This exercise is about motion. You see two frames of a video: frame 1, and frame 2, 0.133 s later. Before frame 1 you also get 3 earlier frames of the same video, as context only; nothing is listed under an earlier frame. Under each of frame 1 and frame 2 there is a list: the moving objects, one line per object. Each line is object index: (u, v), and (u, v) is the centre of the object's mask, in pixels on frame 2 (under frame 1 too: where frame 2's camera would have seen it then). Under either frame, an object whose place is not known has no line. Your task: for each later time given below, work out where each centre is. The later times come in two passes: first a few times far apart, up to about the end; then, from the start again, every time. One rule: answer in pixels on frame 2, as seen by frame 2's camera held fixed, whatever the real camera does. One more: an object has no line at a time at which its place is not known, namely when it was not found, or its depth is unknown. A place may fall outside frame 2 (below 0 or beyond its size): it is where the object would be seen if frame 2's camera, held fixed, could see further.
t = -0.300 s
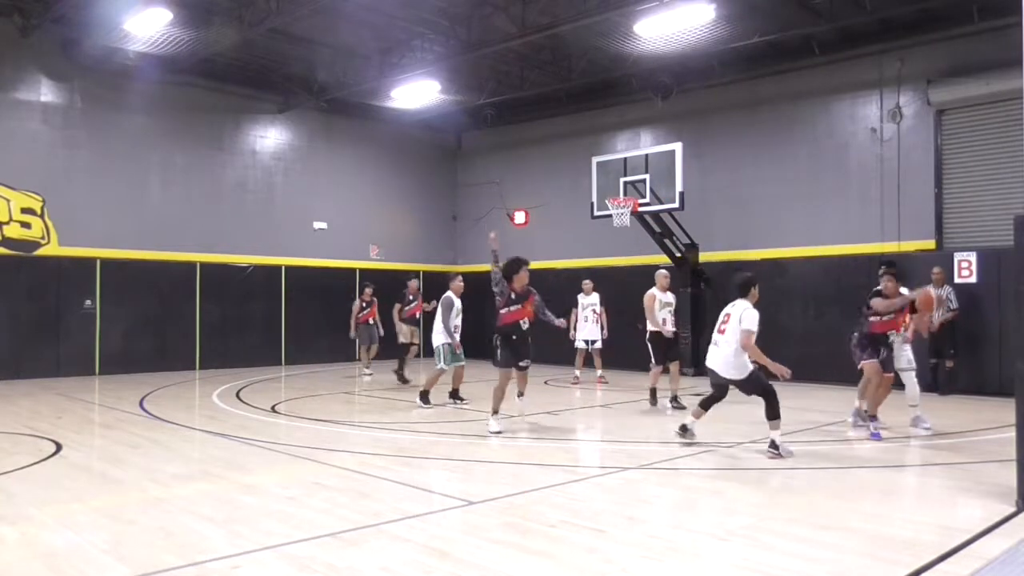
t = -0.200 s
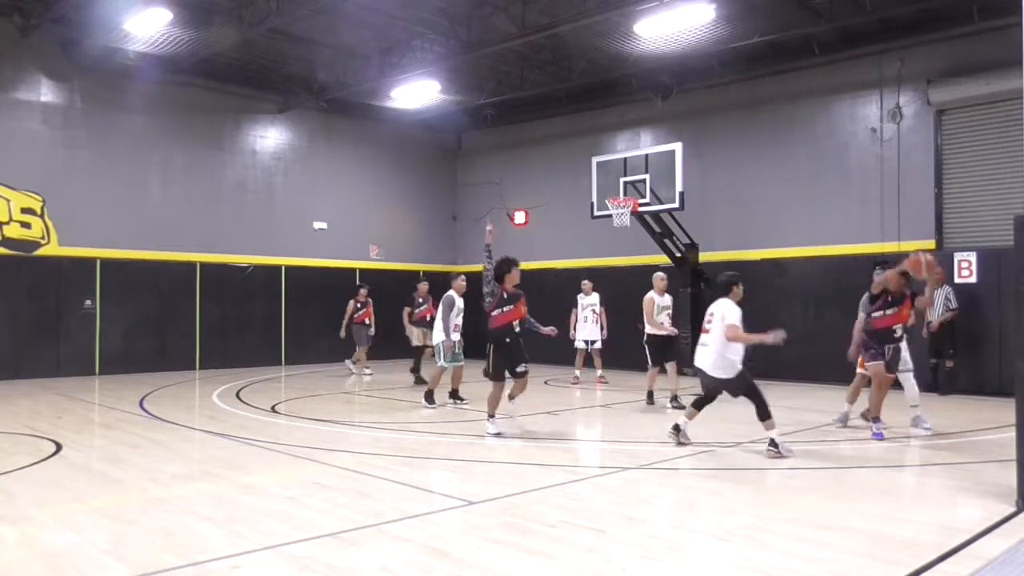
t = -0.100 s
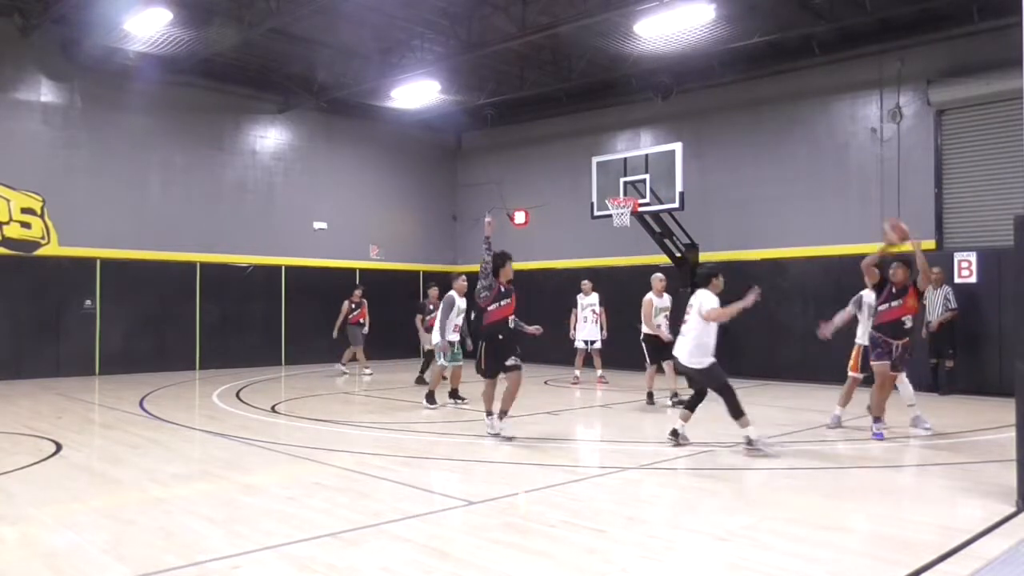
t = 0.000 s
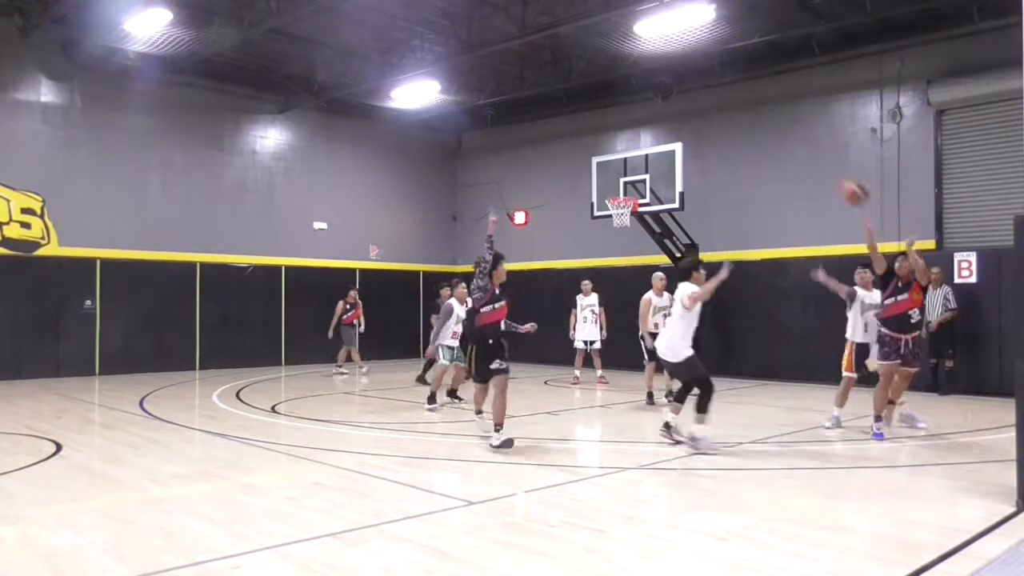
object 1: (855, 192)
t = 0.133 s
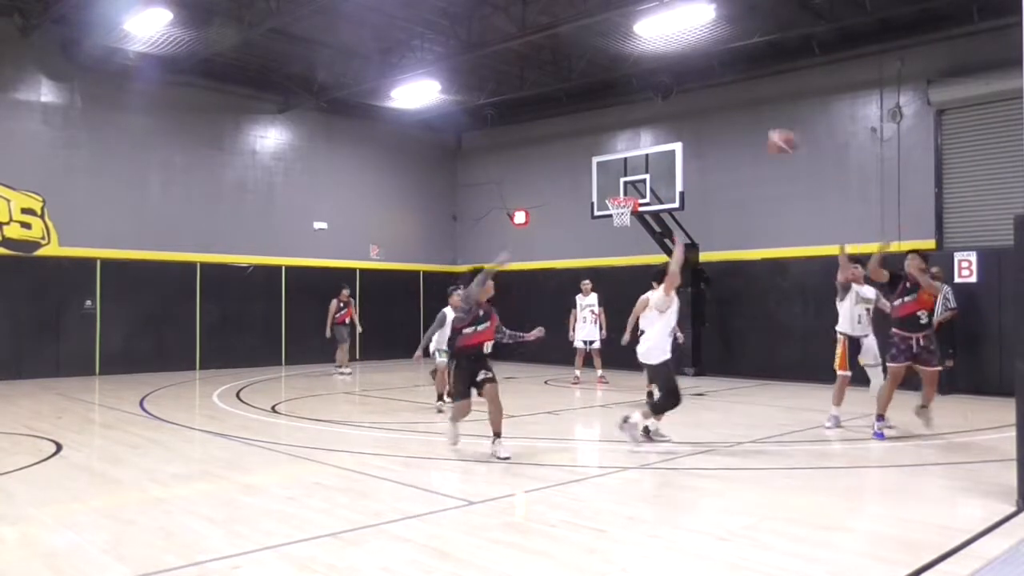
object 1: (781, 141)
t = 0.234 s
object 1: (724, 115)
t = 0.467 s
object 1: (583, 94)
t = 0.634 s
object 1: (476, 116)
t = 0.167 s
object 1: (762, 131)
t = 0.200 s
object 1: (743, 123)
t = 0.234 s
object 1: (724, 115)
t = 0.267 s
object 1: (705, 110)
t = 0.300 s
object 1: (685, 104)
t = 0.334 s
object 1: (665, 100)
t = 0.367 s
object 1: (646, 96)
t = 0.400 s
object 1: (625, 94)
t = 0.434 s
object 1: (604, 93)
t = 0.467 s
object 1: (583, 94)
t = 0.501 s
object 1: (563, 96)
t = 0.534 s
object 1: (541, 98)
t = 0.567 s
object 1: (519, 103)
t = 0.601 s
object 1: (498, 108)
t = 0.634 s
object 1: (476, 116)
